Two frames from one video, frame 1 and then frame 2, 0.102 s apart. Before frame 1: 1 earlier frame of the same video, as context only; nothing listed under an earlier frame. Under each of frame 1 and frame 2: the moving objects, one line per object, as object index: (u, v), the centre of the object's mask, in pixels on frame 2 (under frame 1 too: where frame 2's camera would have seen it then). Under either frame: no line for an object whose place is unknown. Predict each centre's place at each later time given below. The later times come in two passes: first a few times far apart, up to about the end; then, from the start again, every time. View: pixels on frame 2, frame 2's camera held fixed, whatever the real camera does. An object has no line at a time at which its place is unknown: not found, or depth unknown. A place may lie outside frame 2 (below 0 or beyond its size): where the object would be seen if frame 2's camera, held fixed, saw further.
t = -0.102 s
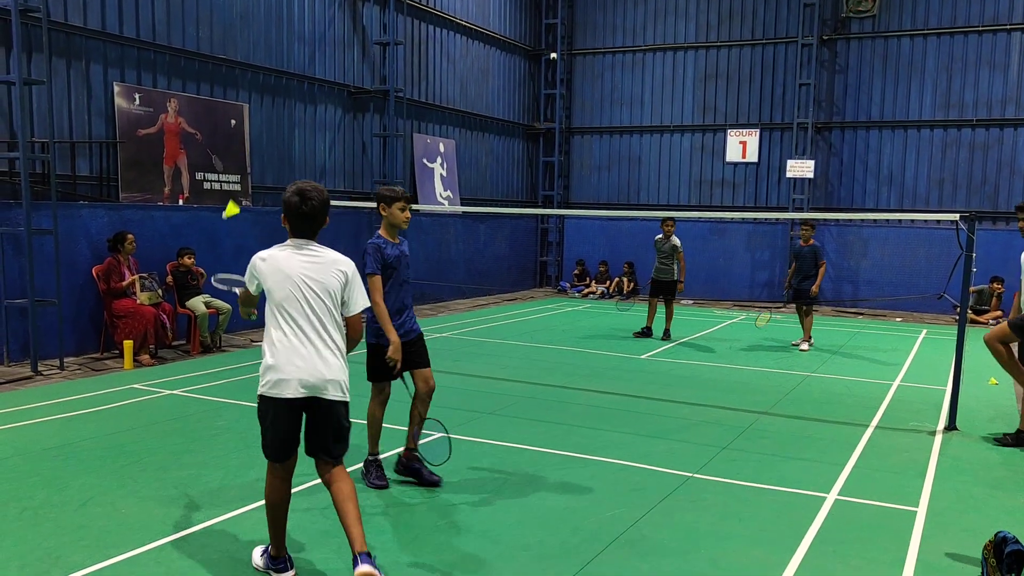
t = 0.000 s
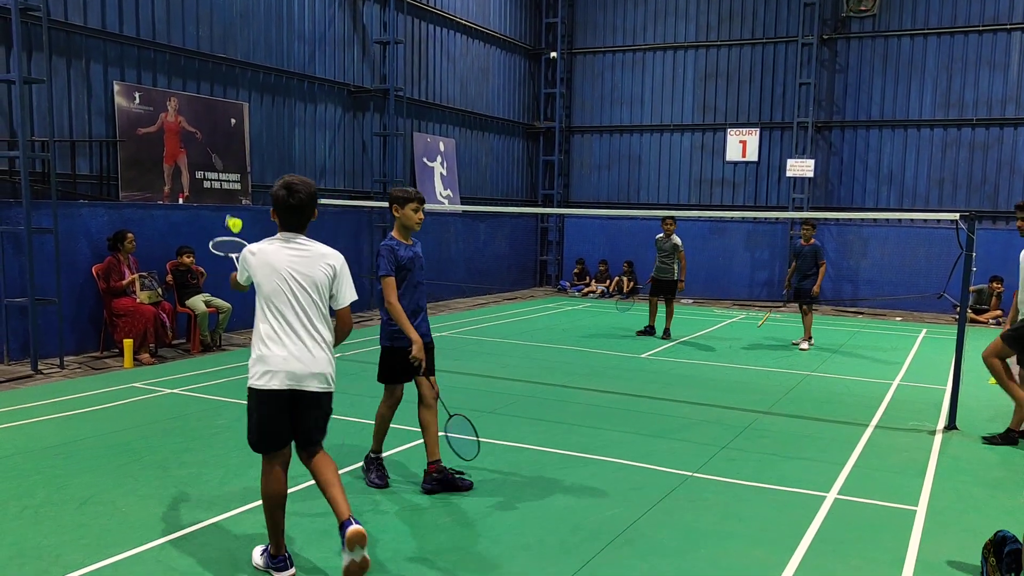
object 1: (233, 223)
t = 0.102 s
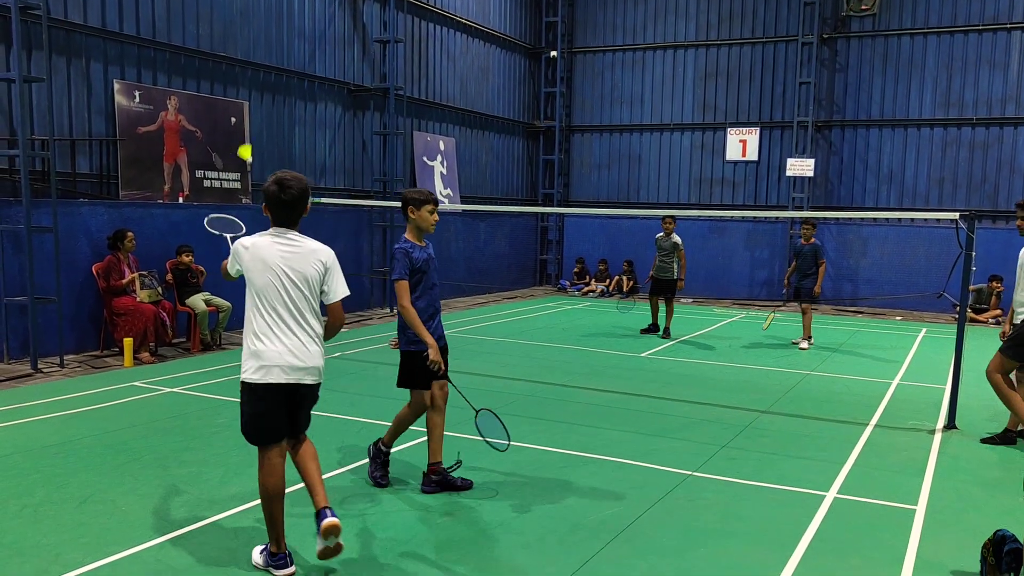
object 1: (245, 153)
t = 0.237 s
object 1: (276, 108)
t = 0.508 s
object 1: (314, 118)
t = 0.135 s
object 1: (254, 137)
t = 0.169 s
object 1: (262, 124)
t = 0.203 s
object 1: (269, 114)
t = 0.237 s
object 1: (276, 108)
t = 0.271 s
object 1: (281, 106)
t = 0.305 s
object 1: (284, 104)
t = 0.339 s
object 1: (288, 102)
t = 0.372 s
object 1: (292, 102)
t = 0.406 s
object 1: (297, 104)
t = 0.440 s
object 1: (301, 107)
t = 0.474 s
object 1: (307, 111)
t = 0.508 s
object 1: (314, 118)
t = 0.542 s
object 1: (321, 129)
